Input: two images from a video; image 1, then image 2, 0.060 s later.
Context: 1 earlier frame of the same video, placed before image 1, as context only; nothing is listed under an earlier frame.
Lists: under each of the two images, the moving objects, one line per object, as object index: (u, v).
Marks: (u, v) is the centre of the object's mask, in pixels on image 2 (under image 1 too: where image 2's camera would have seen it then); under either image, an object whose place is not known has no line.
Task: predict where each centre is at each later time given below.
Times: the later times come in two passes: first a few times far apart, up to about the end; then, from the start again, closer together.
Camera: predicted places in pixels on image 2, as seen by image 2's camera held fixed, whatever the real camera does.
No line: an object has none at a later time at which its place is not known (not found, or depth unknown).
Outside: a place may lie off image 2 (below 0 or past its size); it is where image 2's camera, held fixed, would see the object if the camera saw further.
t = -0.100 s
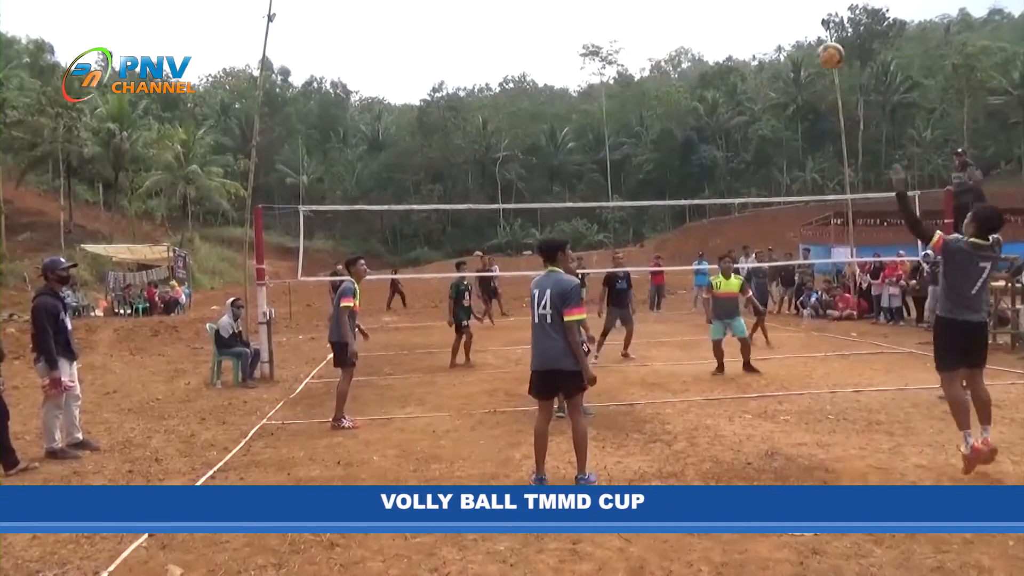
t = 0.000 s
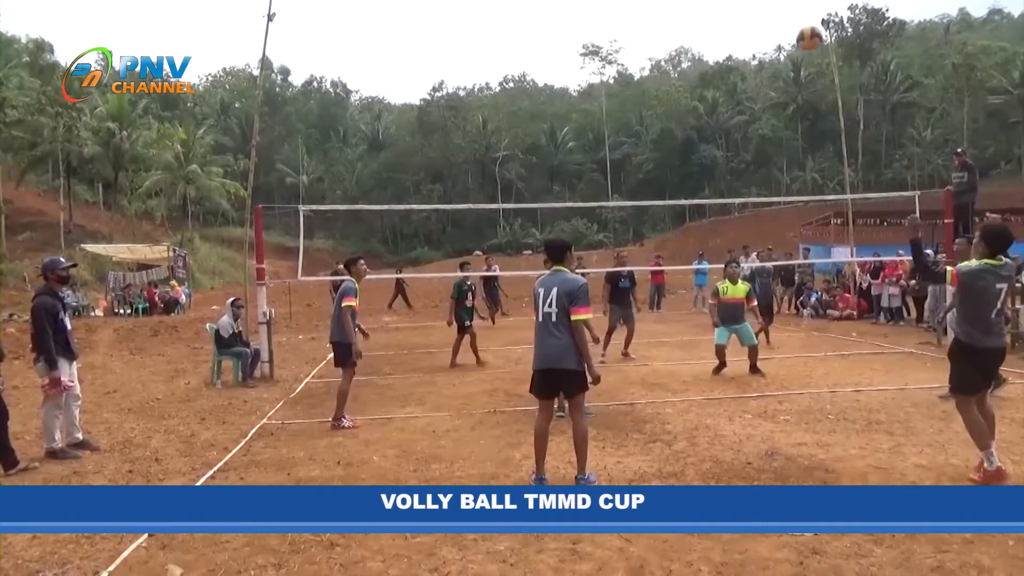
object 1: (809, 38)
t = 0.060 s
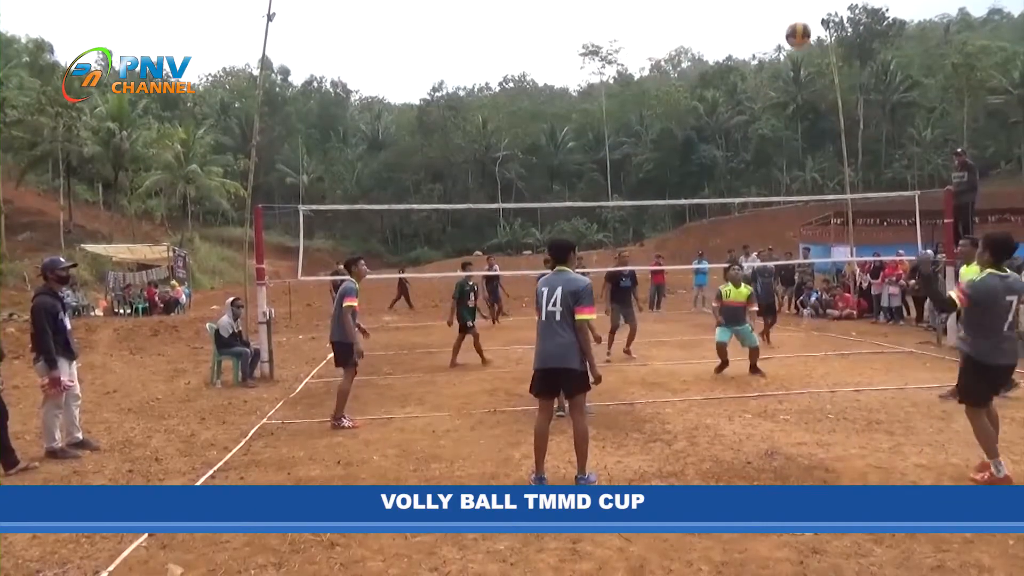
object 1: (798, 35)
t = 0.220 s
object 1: (771, 42)
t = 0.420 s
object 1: (742, 87)
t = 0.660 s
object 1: (714, 181)
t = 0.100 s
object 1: (791, 34)
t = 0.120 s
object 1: (788, 35)
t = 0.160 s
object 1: (781, 36)
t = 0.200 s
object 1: (774, 40)
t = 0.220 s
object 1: (771, 42)
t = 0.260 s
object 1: (765, 48)
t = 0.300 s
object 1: (759, 56)
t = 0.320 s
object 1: (757, 60)
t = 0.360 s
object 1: (751, 70)
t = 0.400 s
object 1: (745, 81)
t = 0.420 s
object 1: (742, 87)
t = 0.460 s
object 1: (737, 98)
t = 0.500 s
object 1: (733, 113)
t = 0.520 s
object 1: (730, 122)
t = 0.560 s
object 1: (725, 136)
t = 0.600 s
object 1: (721, 154)
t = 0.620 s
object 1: (718, 162)
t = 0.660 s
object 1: (714, 181)
